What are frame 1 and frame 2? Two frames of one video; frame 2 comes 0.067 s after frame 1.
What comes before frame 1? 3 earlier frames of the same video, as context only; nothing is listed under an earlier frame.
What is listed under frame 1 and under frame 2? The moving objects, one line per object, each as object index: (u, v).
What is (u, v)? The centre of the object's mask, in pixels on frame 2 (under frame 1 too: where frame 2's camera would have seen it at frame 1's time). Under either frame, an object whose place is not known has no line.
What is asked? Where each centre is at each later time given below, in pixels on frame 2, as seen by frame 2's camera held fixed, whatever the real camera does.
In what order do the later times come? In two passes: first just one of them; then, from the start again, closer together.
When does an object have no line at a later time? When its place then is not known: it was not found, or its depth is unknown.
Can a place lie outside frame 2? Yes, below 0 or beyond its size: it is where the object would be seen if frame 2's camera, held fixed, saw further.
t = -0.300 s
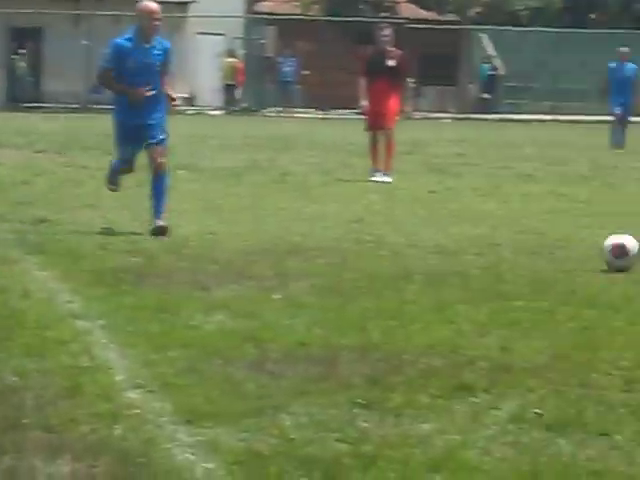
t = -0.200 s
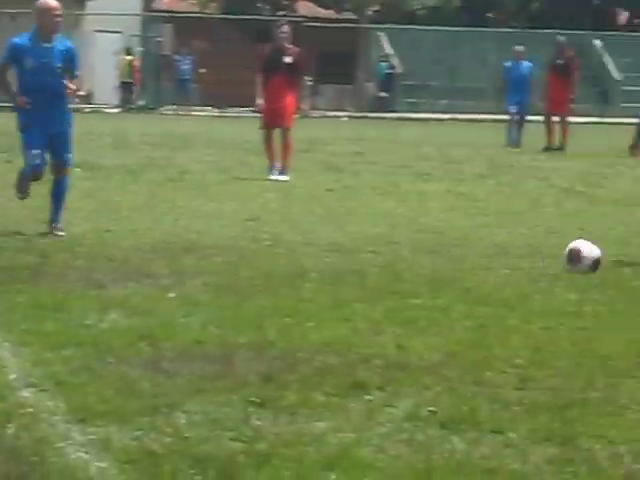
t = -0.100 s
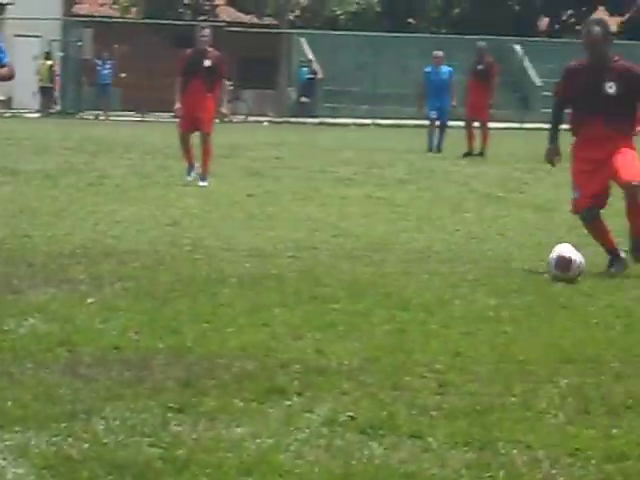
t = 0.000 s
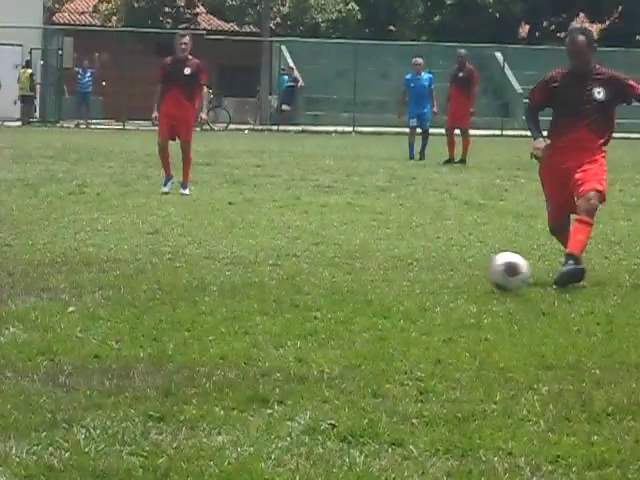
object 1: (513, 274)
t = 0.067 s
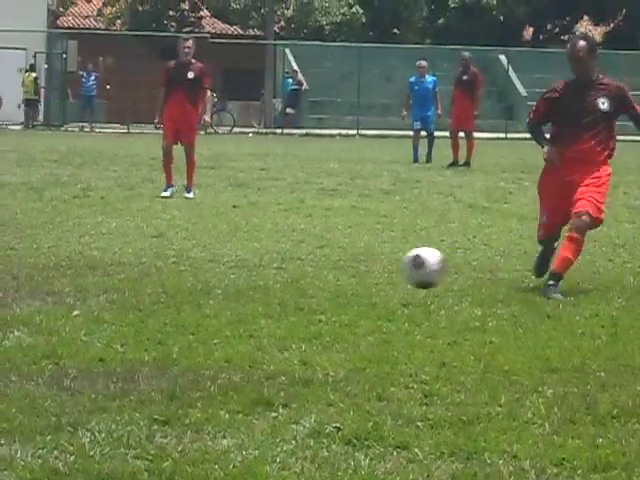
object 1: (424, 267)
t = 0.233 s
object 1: (169, 287)
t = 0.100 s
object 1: (377, 267)
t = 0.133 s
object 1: (329, 269)
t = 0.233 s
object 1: (169, 287)
